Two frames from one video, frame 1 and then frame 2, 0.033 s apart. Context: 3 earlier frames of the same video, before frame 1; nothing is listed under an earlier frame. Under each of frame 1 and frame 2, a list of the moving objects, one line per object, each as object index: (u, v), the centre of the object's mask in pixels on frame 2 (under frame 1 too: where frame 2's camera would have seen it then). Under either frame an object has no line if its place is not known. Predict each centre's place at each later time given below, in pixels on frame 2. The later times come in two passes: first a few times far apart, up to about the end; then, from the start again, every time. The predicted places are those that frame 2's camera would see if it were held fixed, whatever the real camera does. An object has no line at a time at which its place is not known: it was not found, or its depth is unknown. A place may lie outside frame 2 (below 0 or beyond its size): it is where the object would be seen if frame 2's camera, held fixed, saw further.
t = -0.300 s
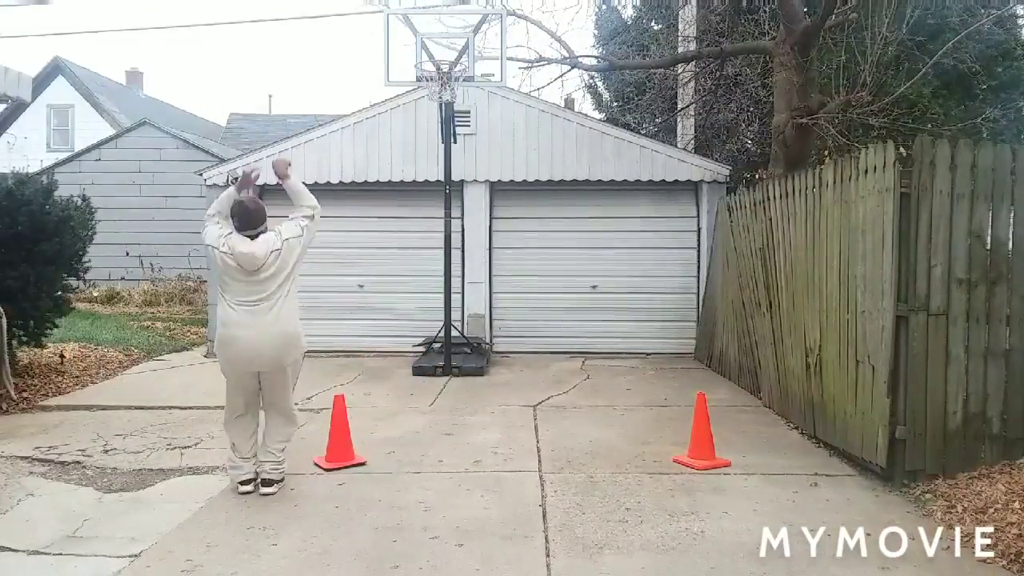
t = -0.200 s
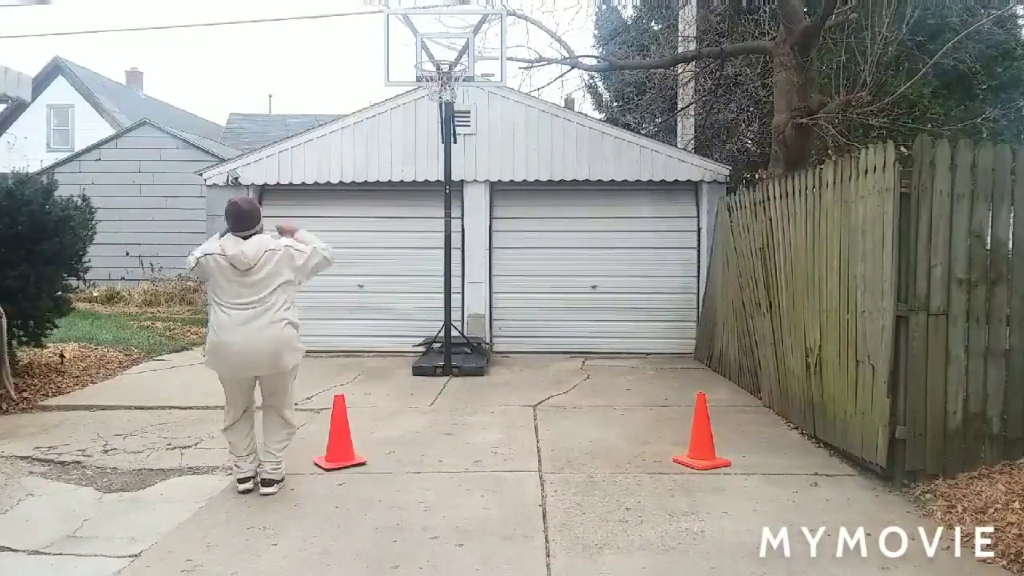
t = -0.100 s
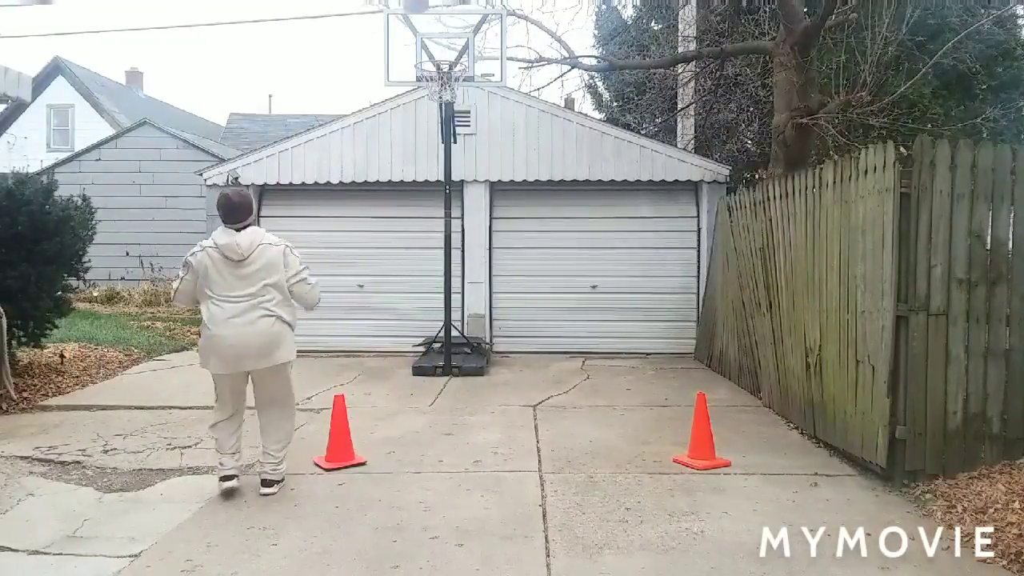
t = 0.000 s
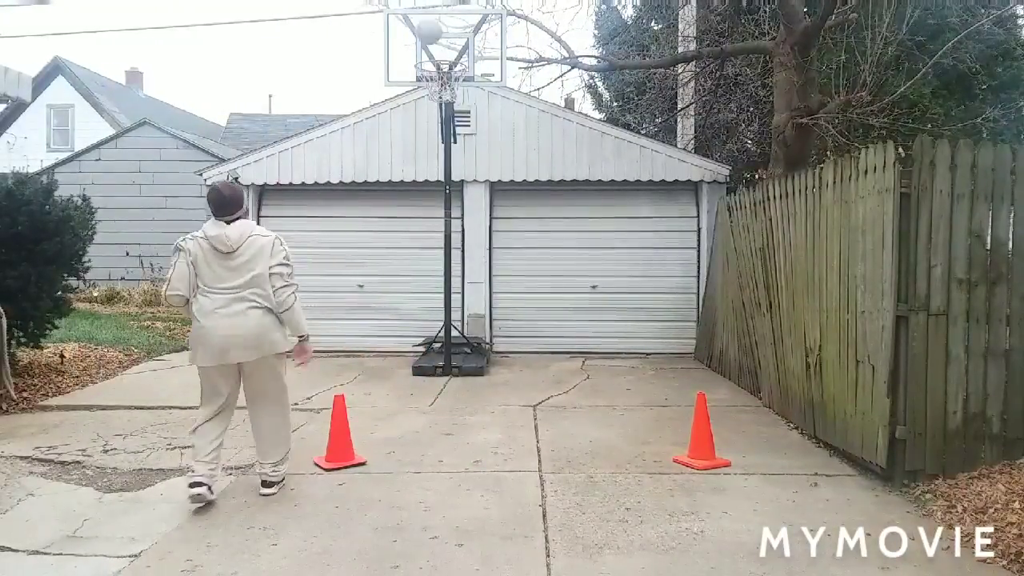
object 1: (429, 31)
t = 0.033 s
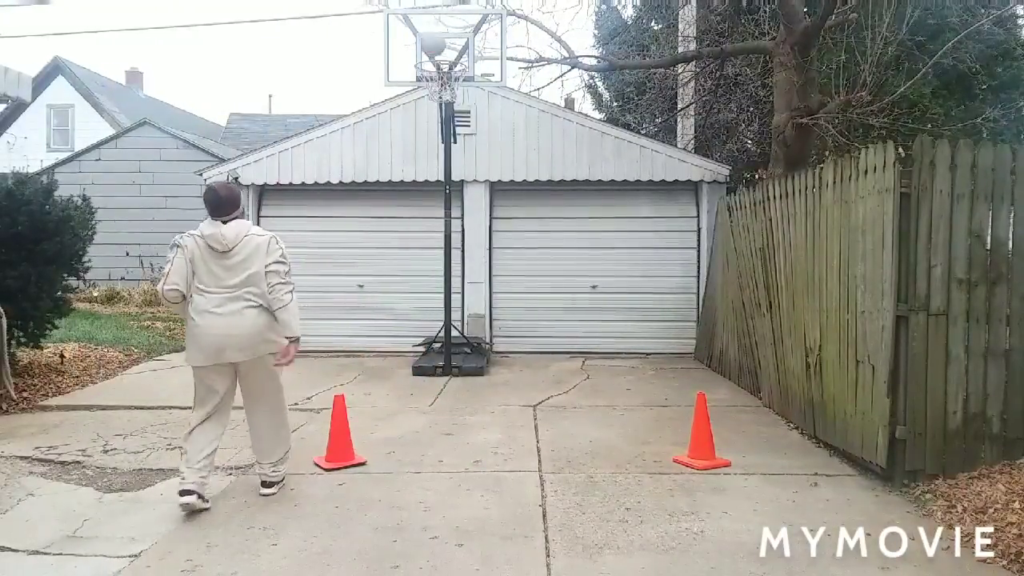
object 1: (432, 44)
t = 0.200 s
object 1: (444, 85)
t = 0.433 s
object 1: (438, 97)
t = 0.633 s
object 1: (437, 115)
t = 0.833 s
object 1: (438, 173)
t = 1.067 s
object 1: (439, 287)
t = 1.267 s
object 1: (440, 352)
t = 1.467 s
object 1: (445, 279)
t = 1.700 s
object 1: (449, 247)
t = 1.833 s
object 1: (451, 253)
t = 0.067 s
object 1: (437, 55)
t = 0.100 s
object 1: (441, 70)
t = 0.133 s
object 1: (446, 83)
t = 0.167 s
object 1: (444, 87)
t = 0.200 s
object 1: (444, 85)
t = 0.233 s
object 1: (444, 83)
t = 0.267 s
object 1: (442, 82)
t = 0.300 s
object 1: (442, 82)
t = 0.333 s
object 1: (441, 84)
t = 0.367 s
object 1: (440, 86)
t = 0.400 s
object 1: (440, 91)
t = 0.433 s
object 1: (438, 97)
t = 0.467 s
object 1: (438, 99)
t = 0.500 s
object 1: (438, 102)
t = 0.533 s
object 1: (438, 102)
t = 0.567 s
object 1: (437, 106)
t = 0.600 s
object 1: (437, 110)
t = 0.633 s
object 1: (437, 115)
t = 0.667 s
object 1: (438, 122)
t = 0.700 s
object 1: (438, 130)
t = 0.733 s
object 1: (438, 139)
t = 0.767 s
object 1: (438, 149)
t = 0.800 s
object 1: (438, 160)
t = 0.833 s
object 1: (438, 173)
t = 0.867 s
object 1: (438, 185)
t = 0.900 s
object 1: (438, 199)
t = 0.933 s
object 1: (439, 215)
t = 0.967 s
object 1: (440, 232)
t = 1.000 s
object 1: (440, 250)
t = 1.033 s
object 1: (439, 268)
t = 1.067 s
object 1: (439, 287)
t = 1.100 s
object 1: (439, 307)
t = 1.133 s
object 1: (441, 330)
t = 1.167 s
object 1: (439, 350)
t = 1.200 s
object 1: (439, 375)
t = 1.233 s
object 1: (440, 369)
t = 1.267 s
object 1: (440, 352)
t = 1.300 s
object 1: (441, 338)
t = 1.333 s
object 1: (442, 323)
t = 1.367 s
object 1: (443, 310)
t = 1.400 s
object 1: (443, 298)
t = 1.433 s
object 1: (444, 288)
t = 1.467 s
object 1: (445, 279)
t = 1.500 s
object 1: (446, 271)
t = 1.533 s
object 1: (446, 264)
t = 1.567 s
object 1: (446, 259)
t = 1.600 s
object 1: (447, 254)
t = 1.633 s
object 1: (448, 250)
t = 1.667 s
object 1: (448, 248)
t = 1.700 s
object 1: (449, 247)
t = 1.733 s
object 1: (449, 246)
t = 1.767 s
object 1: (450, 247)
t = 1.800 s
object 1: (451, 250)
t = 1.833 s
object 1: (451, 253)
